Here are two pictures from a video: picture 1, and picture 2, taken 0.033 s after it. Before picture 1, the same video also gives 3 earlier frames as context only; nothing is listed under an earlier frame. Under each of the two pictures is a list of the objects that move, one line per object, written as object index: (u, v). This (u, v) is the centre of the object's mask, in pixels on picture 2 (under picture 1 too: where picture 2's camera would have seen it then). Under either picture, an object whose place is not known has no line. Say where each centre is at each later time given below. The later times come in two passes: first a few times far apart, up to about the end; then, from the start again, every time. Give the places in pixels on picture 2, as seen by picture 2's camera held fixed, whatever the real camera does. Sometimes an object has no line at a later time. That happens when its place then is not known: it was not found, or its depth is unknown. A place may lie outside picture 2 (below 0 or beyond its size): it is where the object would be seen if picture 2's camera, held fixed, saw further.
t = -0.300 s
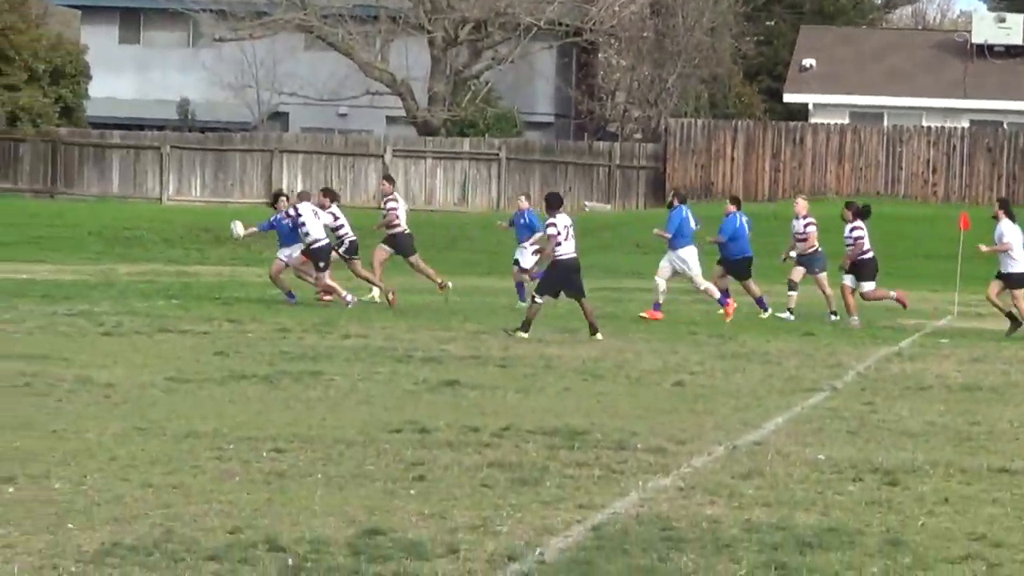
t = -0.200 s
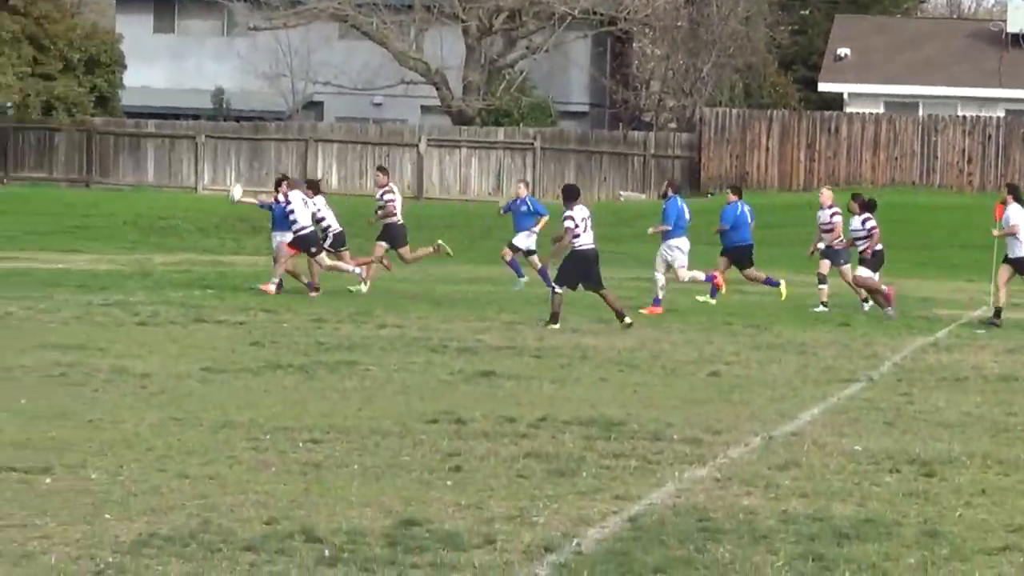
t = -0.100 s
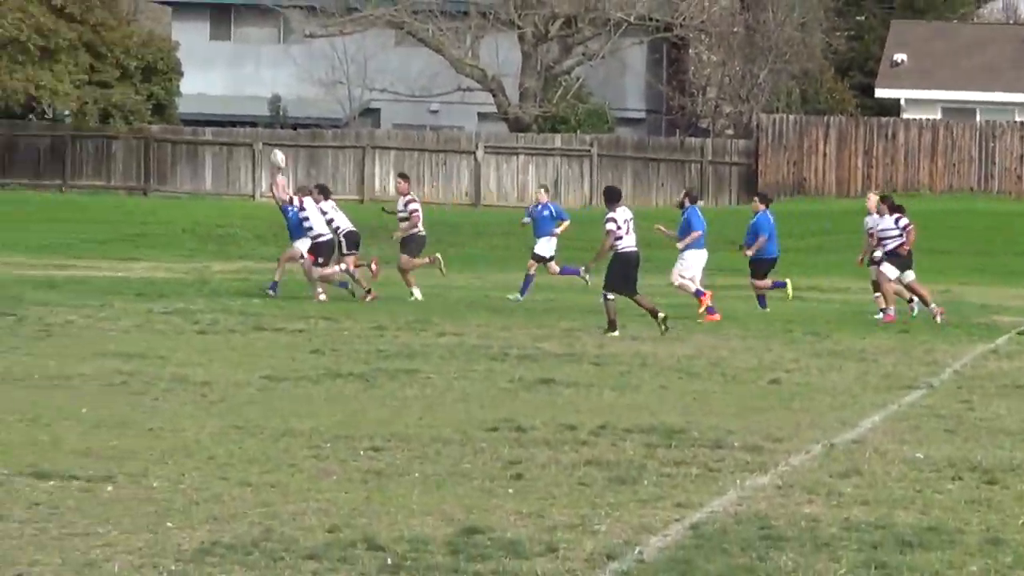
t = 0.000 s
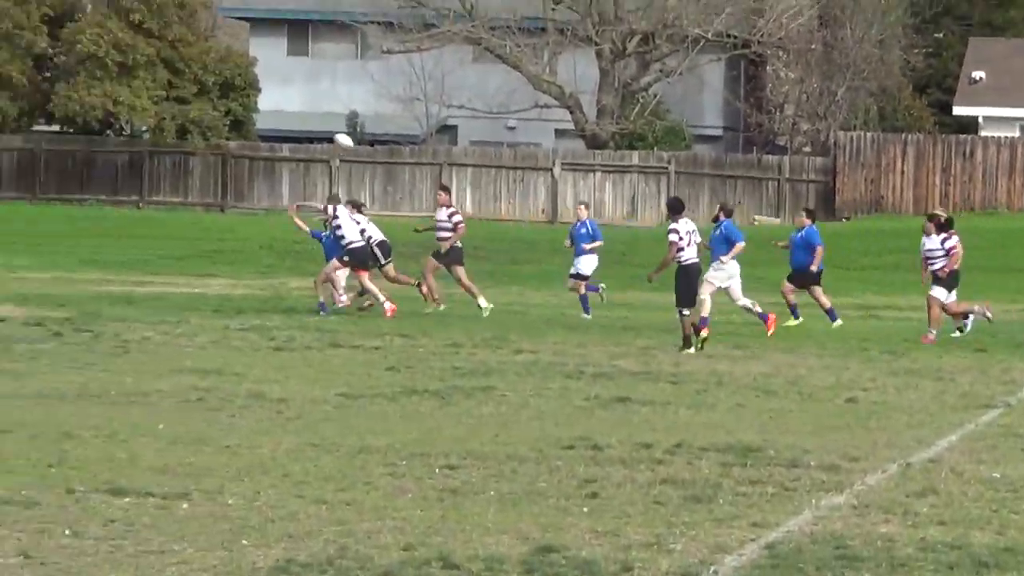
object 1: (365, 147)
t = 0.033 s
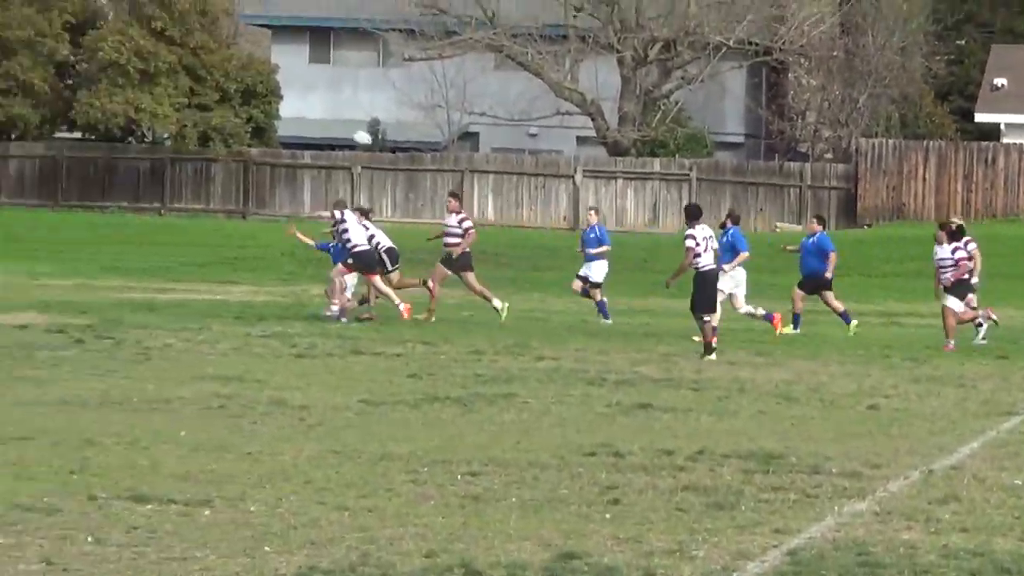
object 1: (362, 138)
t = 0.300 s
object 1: (331, 88)
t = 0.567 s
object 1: (299, 91)
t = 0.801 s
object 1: (268, 137)
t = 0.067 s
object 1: (359, 129)
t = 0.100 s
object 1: (356, 121)
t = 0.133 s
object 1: (350, 112)
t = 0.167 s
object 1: (347, 106)
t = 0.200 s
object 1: (343, 100)
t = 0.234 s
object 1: (339, 95)
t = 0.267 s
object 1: (335, 91)
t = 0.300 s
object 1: (331, 88)
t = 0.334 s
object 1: (327, 84)
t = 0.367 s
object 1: (324, 83)
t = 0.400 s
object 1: (319, 82)
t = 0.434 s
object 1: (315, 82)
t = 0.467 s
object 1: (311, 83)
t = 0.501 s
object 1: (307, 85)
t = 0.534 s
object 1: (302, 87)
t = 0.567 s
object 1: (299, 91)
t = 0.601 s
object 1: (294, 95)
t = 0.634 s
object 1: (290, 100)
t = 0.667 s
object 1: (286, 105)
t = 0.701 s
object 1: (282, 112)
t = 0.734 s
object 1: (277, 119)
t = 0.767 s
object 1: (273, 128)
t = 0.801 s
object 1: (268, 137)
